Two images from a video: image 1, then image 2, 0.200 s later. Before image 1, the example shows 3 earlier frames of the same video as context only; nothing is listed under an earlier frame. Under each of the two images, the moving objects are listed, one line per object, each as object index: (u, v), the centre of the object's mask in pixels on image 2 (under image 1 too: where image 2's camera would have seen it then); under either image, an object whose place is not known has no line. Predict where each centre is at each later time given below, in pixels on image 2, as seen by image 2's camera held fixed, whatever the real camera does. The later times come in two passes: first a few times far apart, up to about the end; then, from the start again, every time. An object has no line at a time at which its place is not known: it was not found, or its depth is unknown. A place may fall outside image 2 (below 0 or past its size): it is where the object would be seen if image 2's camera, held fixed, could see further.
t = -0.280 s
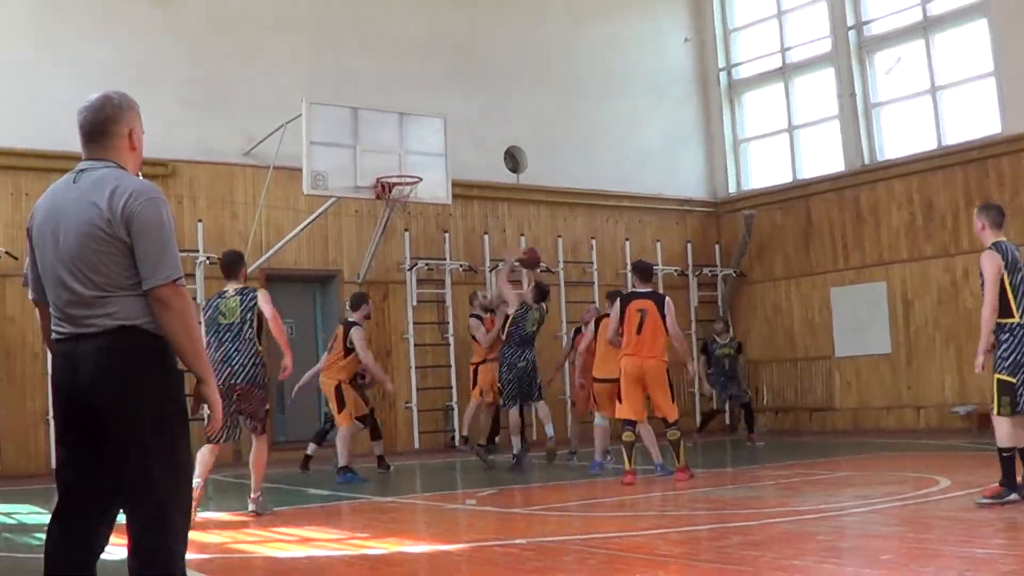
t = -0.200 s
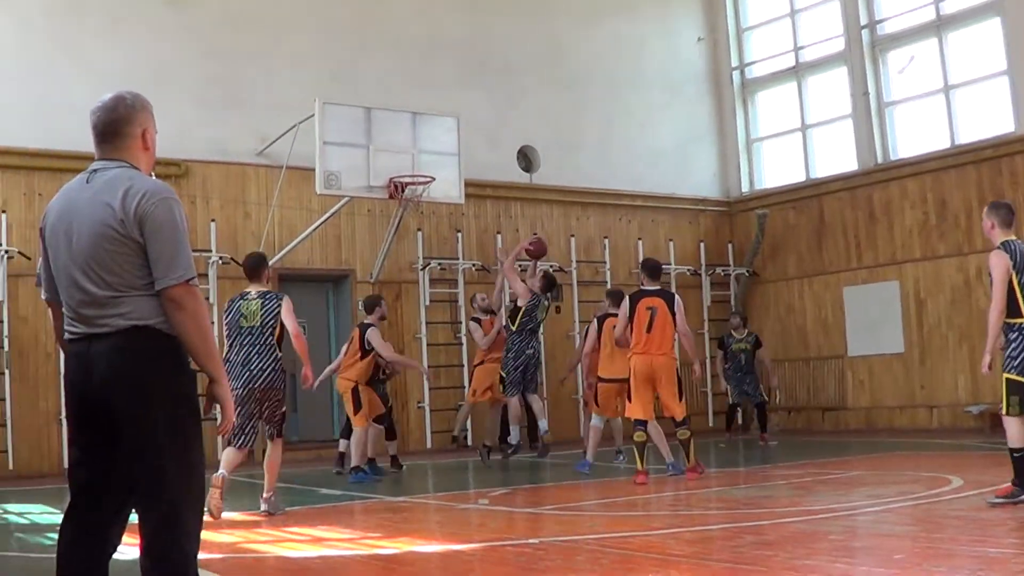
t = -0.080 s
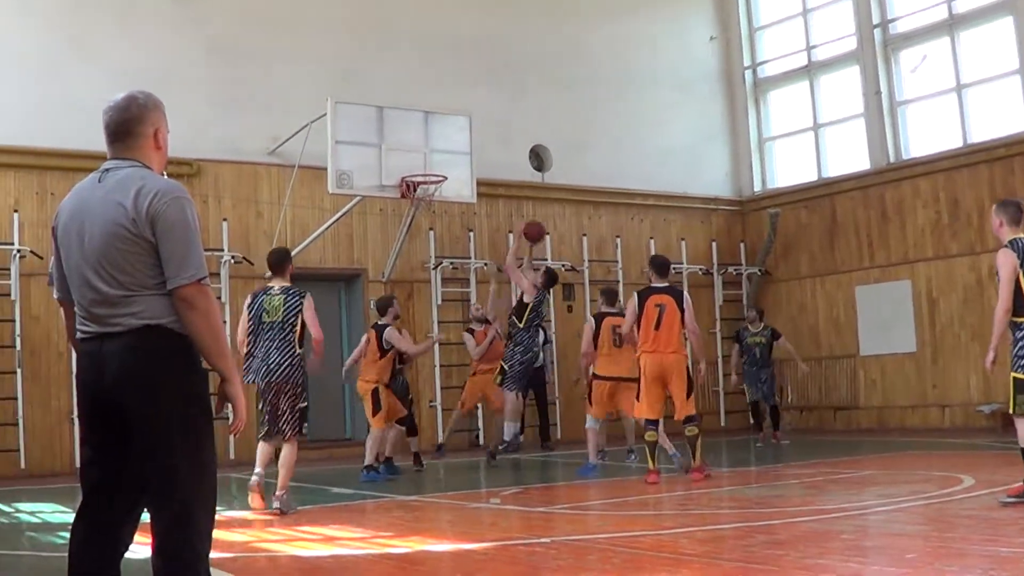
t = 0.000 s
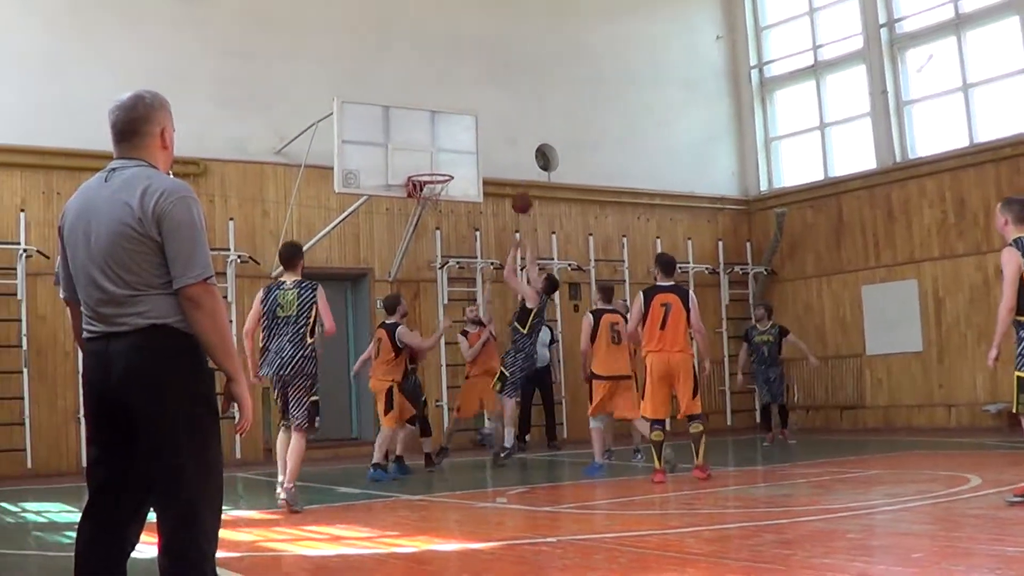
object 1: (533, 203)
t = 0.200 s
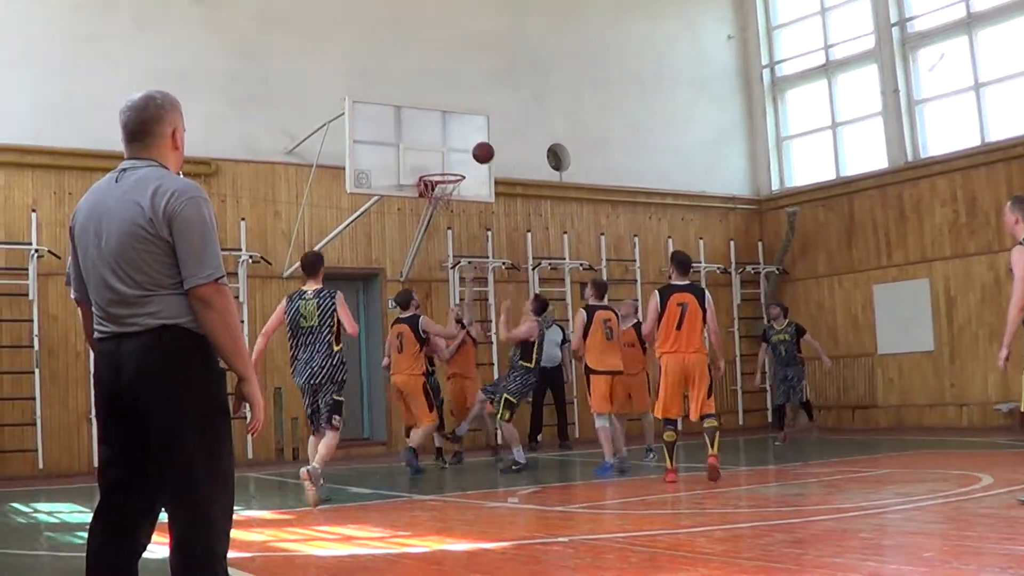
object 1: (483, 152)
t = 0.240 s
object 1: (474, 147)
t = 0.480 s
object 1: (426, 145)
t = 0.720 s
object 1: (439, 163)
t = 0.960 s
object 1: (476, 162)
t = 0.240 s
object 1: (474, 147)
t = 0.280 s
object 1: (465, 144)
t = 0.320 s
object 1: (455, 141)
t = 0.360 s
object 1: (447, 140)
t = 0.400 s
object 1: (438, 141)
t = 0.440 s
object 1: (429, 143)
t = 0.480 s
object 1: (426, 145)
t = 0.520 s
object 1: (426, 148)
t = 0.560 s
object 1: (427, 153)
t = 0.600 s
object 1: (427, 159)
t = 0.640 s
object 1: (427, 166)
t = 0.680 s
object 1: (432, 165)
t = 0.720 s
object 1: (439, 163)
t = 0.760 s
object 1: (446, 162)
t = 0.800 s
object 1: (453, 163)
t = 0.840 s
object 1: (459, 161)
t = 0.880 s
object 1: (464, 160)
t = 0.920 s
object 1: (470, 160)
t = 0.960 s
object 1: (476, 162)
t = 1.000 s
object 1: (482, 164)
